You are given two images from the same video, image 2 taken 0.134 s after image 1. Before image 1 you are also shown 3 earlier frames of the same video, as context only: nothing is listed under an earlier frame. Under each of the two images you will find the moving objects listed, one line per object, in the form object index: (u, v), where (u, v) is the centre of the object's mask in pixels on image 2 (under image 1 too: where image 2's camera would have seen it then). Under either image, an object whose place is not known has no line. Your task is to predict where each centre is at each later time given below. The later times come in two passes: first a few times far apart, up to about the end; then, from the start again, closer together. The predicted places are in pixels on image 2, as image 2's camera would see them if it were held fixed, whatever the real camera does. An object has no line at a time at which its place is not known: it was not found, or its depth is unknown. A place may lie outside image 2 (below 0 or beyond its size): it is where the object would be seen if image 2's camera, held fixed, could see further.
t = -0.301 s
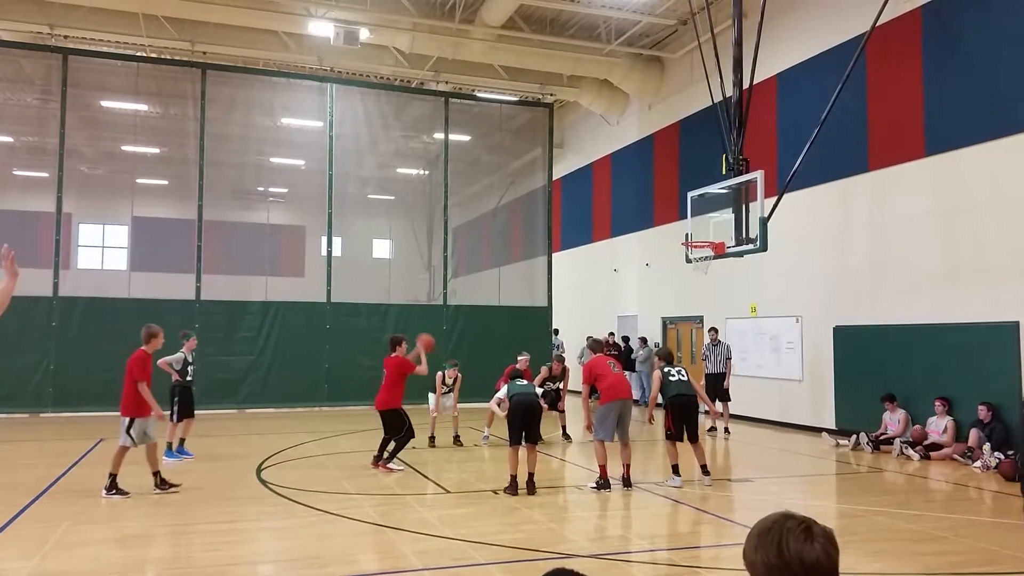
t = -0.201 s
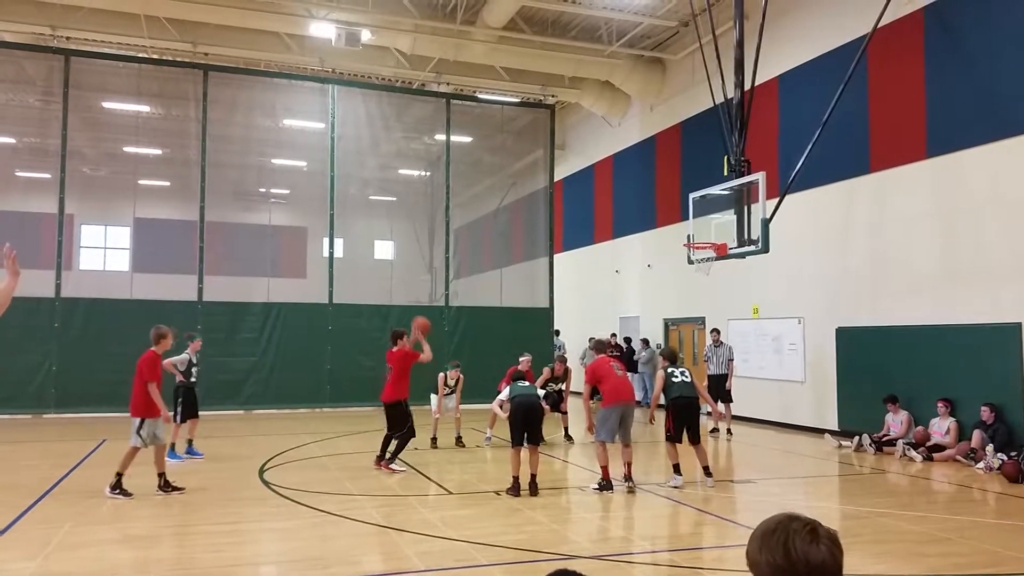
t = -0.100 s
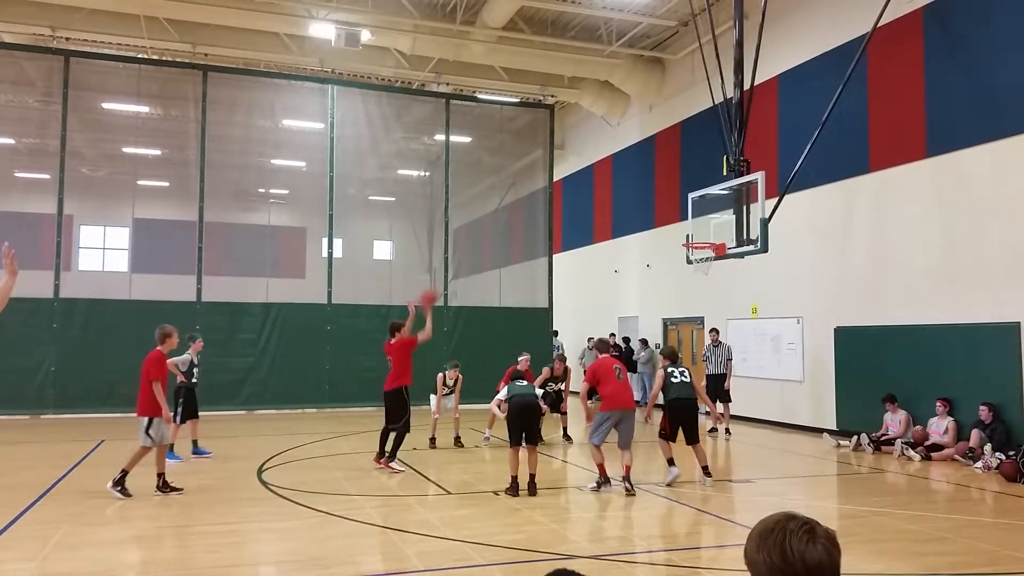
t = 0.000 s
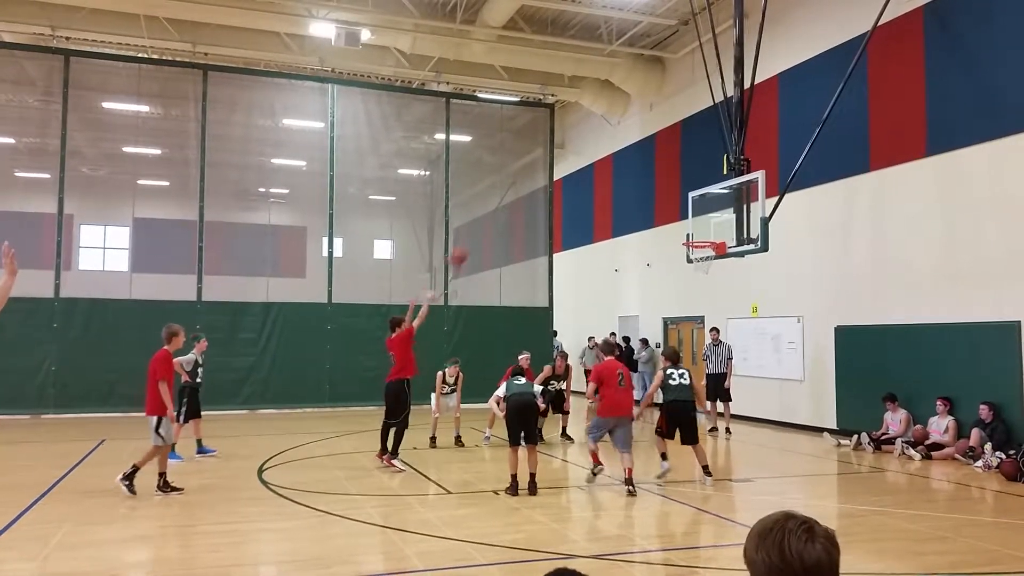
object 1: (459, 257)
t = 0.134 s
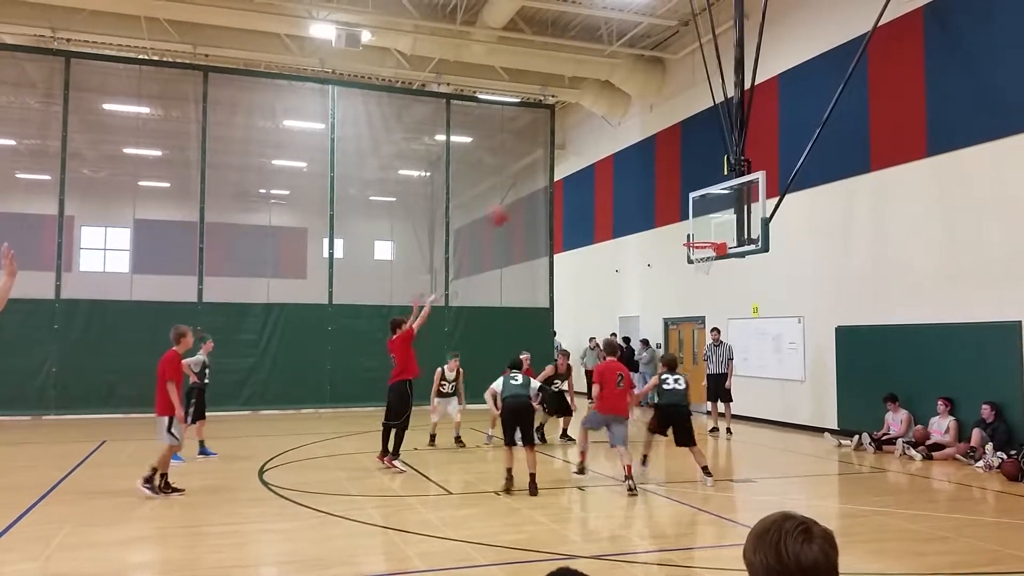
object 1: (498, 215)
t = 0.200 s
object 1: (520, 202)
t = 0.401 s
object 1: (574, 176)
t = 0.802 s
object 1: (679, 205)
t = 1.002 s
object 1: (715, 222)
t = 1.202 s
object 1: (709, 204)
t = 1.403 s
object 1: (689, 210)
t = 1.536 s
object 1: (677, 230)
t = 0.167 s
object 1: (507, 210)
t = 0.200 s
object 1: (520, 202)
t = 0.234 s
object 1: (528, 196)
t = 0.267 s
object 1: (537, 190)
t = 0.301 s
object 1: (544, 184)
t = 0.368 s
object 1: (565, 178)
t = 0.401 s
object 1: (574, 176)
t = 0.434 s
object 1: (583, 173)
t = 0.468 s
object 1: (591, 171)
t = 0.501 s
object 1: (601, 168)
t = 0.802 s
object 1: (679, 205)
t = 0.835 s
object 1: (688, 213)
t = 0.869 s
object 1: (697, 223)
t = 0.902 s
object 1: (705, 232)
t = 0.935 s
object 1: (710, 232)
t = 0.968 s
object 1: (712, 227)
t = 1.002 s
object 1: (715, 222)
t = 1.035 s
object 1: (718, 217)
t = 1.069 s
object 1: (720, 214)
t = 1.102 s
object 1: (719, 211)
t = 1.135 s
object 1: (716, 208)
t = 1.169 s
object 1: (712, 205)
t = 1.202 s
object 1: (709, 204)
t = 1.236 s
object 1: (706, 204)
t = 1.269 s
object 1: (703, 203)
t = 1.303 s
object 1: (699, 203)
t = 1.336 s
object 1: (696, 205)
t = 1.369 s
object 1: (694, 207)
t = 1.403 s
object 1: (689, 210)
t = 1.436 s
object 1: (684, 215)
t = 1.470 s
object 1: (683, 218)
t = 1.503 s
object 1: (680, 224)
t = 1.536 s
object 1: (677, 230)
